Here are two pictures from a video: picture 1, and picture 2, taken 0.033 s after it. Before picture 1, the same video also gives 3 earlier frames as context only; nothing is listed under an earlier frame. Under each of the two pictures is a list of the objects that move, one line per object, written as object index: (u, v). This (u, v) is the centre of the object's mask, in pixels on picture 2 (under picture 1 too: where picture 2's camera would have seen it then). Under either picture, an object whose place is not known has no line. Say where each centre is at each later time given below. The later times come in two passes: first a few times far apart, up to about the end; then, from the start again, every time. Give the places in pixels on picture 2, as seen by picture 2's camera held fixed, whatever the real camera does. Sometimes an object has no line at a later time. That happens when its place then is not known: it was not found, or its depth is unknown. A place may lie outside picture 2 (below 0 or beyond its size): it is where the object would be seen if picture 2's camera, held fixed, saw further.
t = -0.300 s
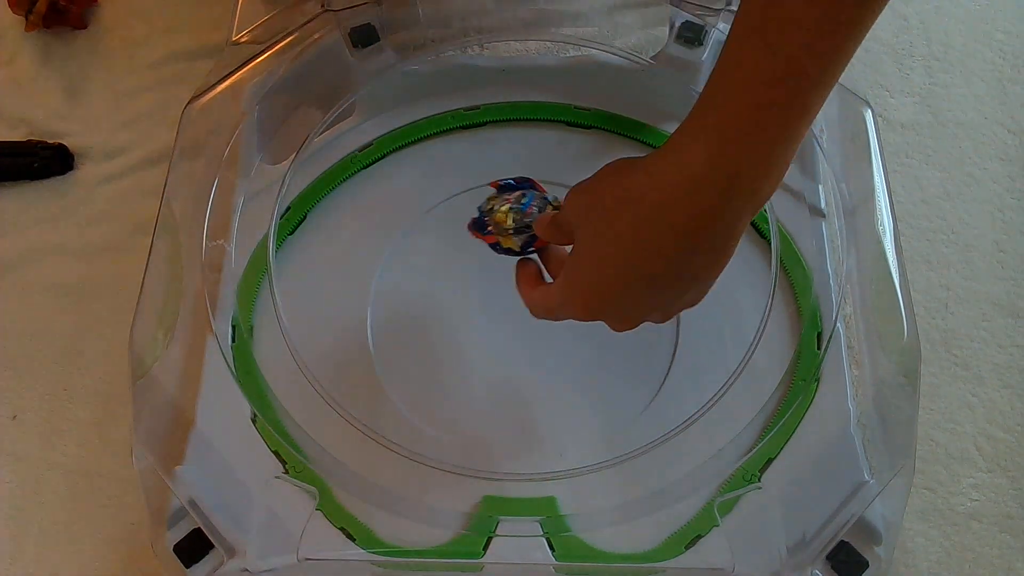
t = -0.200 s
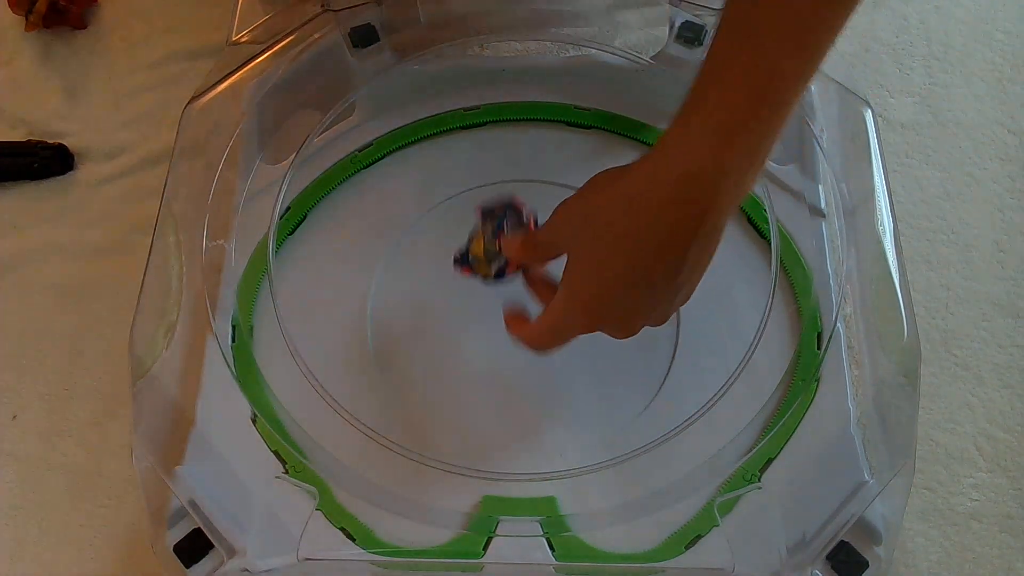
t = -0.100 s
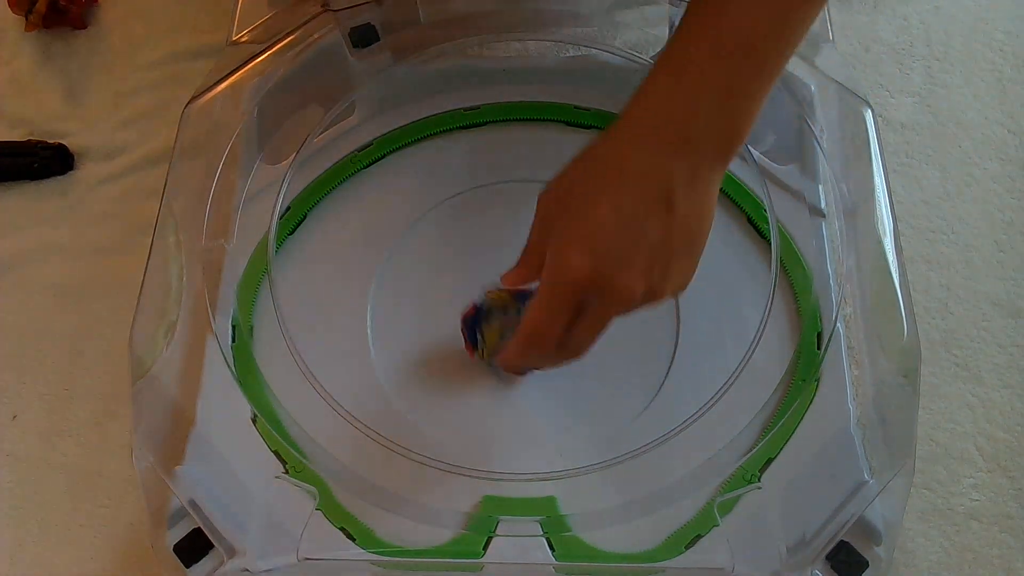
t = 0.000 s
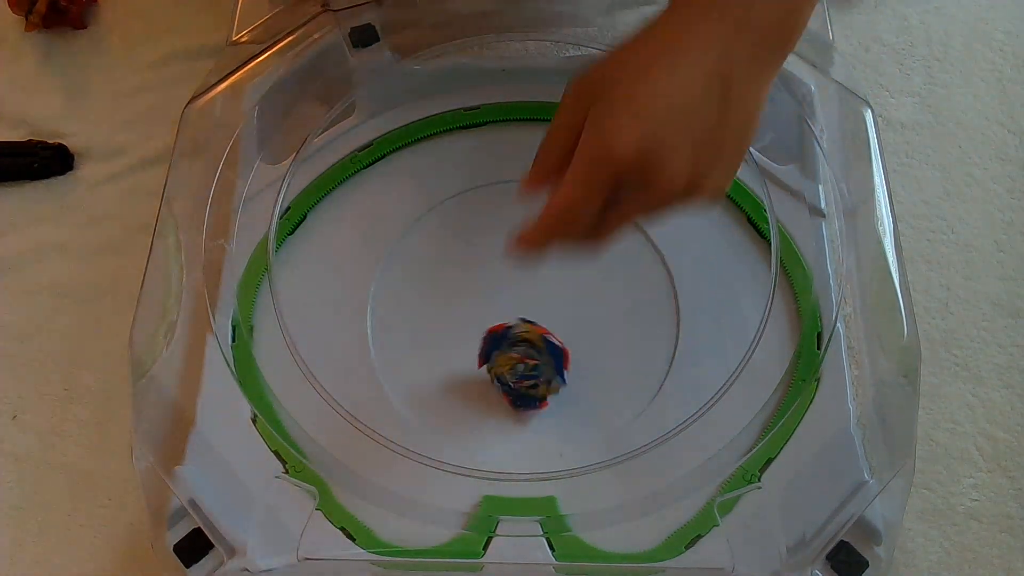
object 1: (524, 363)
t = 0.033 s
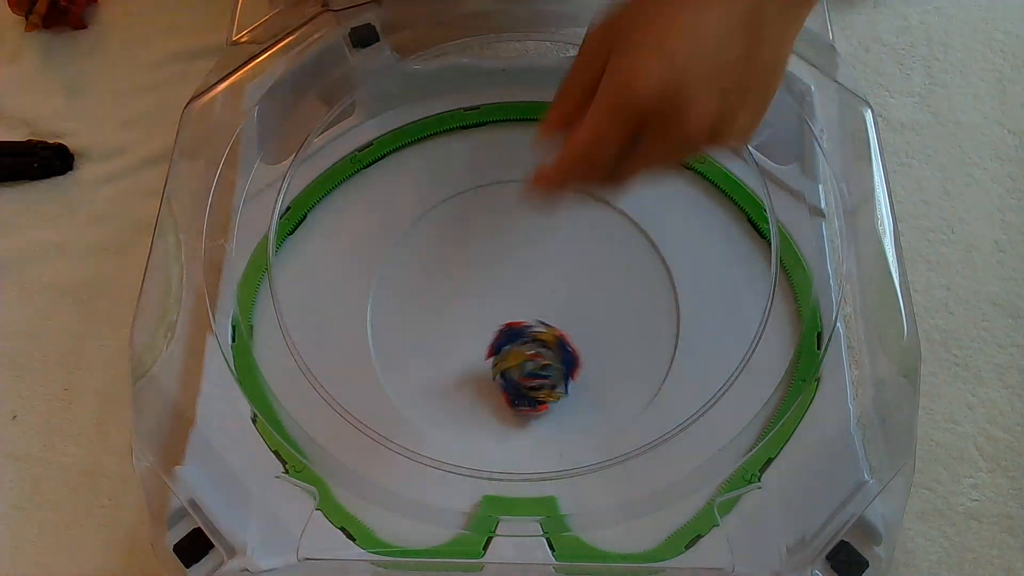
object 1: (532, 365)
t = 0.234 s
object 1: (561, 341)
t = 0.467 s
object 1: (530, 341)
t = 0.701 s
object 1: (530, 344)
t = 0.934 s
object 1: (540, 327)
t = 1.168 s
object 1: (556, 330)
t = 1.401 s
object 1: (542, 326)
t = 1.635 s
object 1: (532, 332)
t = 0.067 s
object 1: (541, 363)
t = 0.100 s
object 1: (548, 360)
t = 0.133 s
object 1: (555, 357)
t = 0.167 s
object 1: (560, 353)
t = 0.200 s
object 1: (563, 347)
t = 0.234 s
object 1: (561, 341)
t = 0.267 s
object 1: (557, 334)
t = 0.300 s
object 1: (550, 331)
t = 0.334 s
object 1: (543, 330)
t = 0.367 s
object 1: (537, 332)
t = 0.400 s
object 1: (533, 334)
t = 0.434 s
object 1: (531, 338)
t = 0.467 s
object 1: (530, 341)
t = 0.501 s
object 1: (530, 344)
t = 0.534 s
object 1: (531, 347)
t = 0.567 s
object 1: (533, 348)
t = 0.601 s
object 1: (533, 348)
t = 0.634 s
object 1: (532, 347)
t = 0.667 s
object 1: (531, 346)
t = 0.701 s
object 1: (530, 344)
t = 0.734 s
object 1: (530, 341)
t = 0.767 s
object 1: (530, 339)
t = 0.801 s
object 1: (531, 336)
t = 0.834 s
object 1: (532, 334)
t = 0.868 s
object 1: (534, 331)
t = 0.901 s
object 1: (536, 328)
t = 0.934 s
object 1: (540, 327)
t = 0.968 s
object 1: (542, 326)
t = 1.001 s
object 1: (546, 326)
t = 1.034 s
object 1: (549, 326)
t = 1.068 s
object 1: (552, 327)
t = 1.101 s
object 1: (554, 328)
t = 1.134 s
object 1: (555, 329)
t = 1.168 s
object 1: (556, 330)
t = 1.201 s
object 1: (555, 329)
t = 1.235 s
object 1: (554, 328)
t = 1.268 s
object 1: (552, 327)
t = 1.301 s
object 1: (550, 326)
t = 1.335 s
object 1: (547, 326)
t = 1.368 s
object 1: (544, 326)
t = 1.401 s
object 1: (542, 326)
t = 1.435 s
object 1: (539, 327)
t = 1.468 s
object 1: (536, 328)
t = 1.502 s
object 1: (534, 329)
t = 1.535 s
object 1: (533, 330)
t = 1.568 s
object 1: (532, 331)
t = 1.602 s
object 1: (532, 332)
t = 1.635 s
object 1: (532, 332)
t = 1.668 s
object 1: (532, 331)
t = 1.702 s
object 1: (533, 330)
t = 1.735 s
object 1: (534, 329)
